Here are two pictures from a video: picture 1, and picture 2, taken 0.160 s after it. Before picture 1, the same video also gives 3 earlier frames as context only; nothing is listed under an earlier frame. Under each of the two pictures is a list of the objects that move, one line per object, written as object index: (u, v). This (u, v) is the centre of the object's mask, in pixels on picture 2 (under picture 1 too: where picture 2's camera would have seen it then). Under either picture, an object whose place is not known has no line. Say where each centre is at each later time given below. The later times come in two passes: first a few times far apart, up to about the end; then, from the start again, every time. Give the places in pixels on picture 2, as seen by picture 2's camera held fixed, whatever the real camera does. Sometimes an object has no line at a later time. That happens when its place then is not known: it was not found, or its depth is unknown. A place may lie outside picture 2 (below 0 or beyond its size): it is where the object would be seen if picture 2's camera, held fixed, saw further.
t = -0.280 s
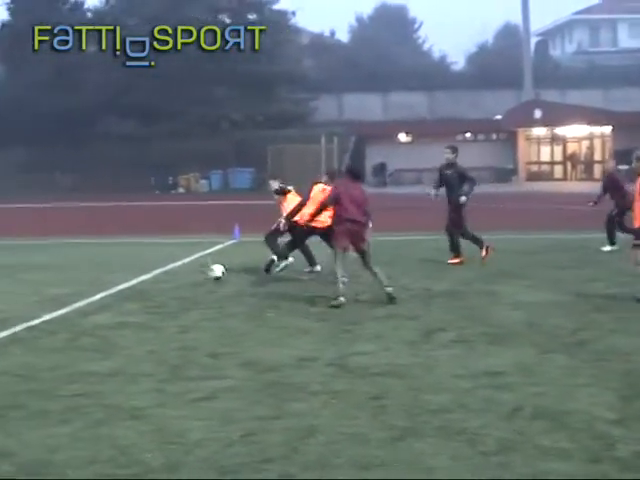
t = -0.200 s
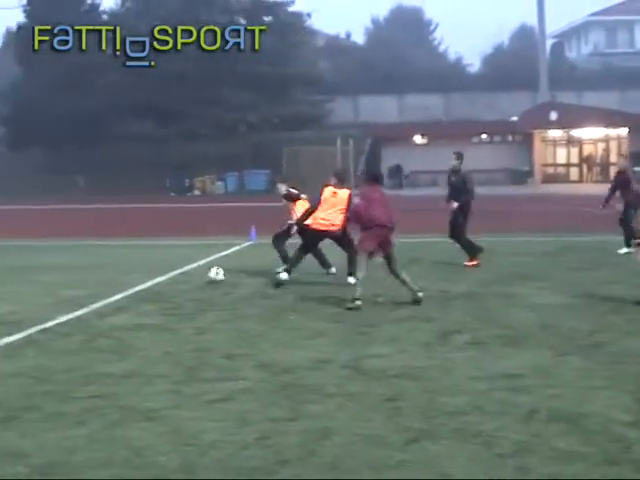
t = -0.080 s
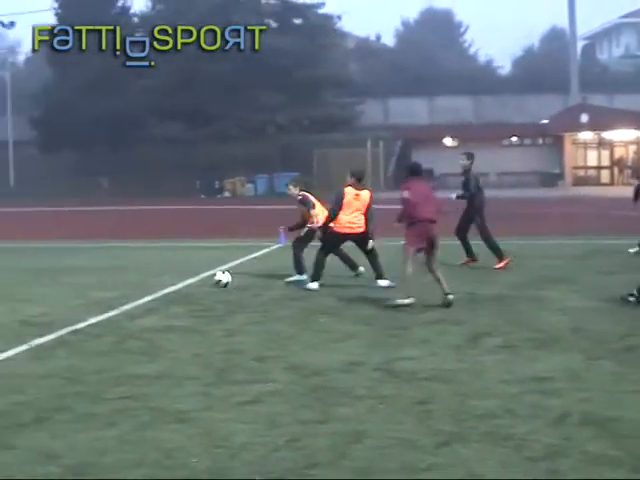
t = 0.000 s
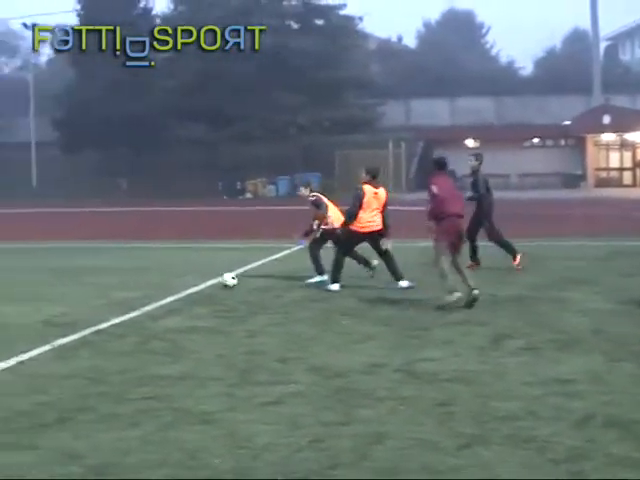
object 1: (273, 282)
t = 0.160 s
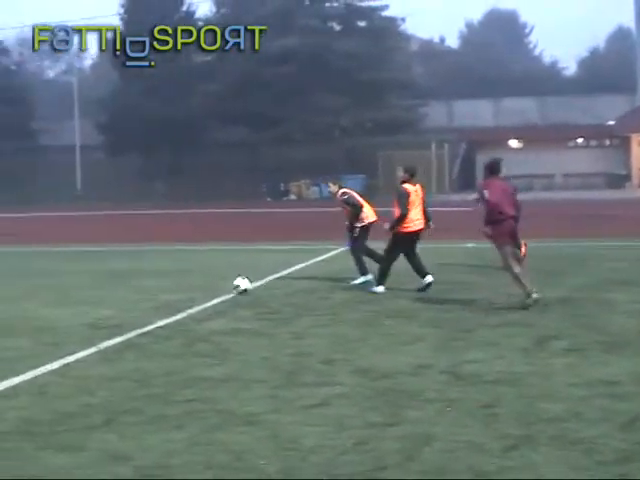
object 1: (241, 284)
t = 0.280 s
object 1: (218, 286)
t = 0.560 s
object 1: (164, 290)
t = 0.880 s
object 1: (102, 293)
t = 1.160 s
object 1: (49, 298)
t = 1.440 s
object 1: (-3, 303)
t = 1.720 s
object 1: (-55, 306)
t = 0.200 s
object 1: (233, 286)
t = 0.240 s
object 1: (226, 285)
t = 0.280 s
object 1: (218, 286)
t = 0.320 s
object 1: (210, 286)
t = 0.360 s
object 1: (203, 286)
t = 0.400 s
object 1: (195, 288)
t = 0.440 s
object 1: (187, 288)
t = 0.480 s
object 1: (180, 289)
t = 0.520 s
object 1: (172, 290)
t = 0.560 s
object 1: (164, 290)
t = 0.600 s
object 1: (157, 290)
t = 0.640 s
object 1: (149, 290)
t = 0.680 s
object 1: (141, 292)
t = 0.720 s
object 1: (133, 292)
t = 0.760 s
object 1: (126, 292)
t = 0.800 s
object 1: (118, 293)
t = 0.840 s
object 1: (110, 293)
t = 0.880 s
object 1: (102, 293)
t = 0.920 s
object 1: (95, 294)
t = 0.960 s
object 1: (88, 295)
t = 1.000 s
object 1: (79, 296)
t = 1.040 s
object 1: (72, 296)
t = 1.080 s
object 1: (65, 296)
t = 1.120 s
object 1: (57, 297)
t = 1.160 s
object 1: (49, 298)
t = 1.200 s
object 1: (42, 299)
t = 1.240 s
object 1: (34, 300)
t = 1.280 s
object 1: (27, 301)
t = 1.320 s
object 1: (20, 301)
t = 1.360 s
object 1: (12, 301)
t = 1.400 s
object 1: (4, 302)
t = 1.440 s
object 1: (-3, 303)
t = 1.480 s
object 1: (-10, 304)
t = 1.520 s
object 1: (-18, 304)
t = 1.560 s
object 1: (-25, 305)
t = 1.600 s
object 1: (-33, 306)
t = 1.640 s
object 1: (-40, 305)
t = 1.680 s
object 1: (-46, 305)
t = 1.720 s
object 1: (-55, 306)
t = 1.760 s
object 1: (-61, 306)
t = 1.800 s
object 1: (-69, 308)
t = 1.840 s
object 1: (-76, 308)
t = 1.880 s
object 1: (-82, 308)
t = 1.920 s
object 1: (-89, 308)
